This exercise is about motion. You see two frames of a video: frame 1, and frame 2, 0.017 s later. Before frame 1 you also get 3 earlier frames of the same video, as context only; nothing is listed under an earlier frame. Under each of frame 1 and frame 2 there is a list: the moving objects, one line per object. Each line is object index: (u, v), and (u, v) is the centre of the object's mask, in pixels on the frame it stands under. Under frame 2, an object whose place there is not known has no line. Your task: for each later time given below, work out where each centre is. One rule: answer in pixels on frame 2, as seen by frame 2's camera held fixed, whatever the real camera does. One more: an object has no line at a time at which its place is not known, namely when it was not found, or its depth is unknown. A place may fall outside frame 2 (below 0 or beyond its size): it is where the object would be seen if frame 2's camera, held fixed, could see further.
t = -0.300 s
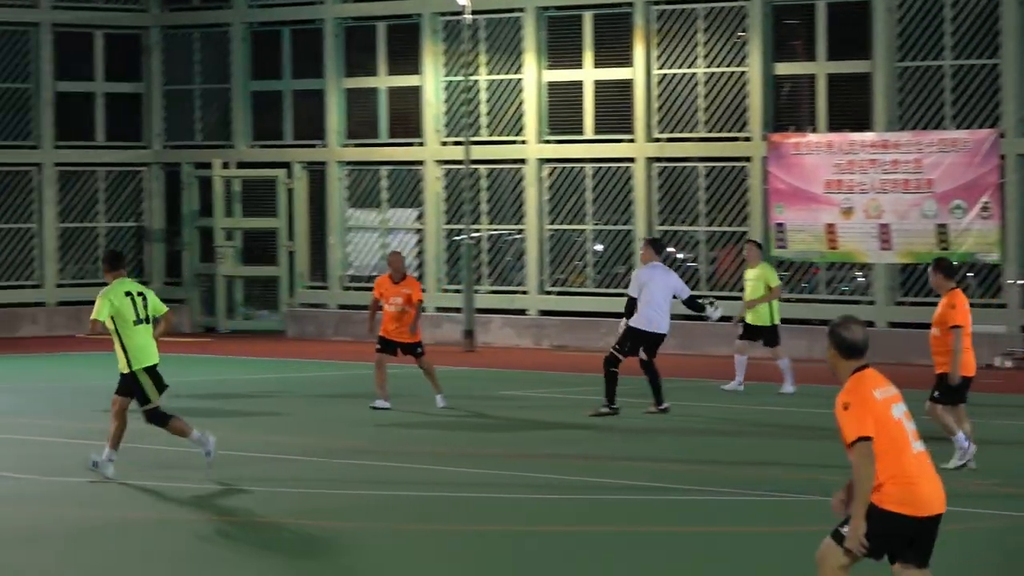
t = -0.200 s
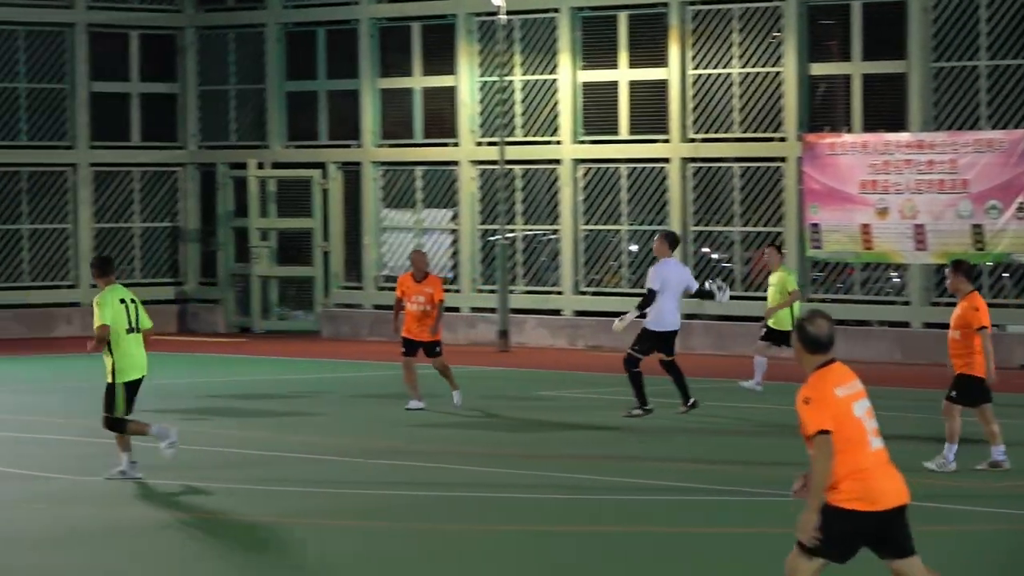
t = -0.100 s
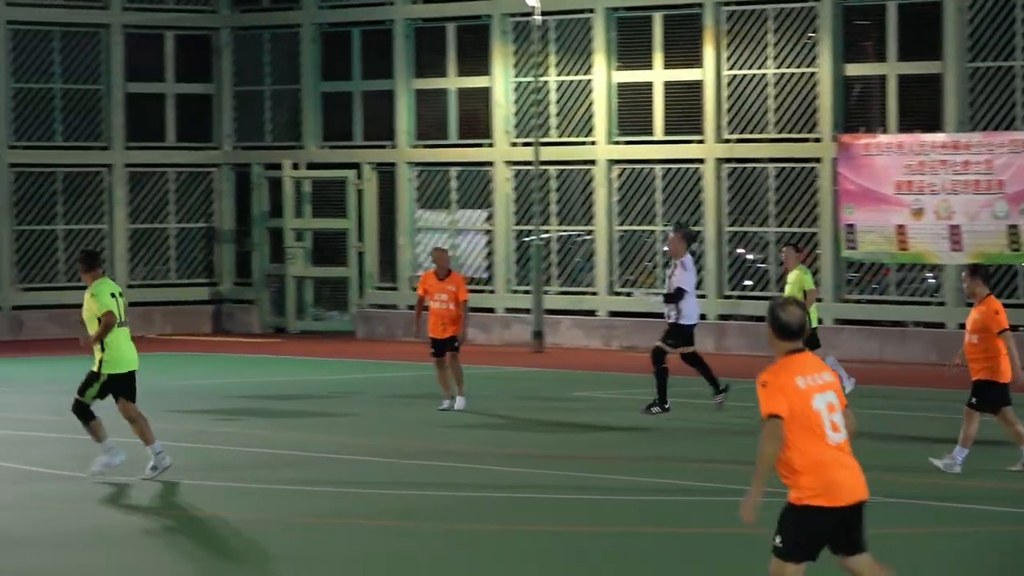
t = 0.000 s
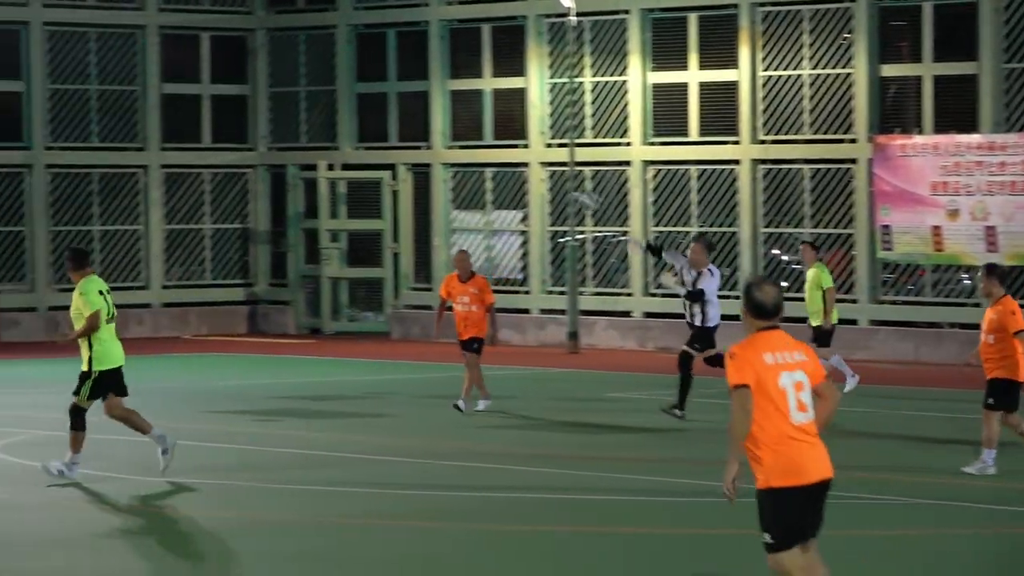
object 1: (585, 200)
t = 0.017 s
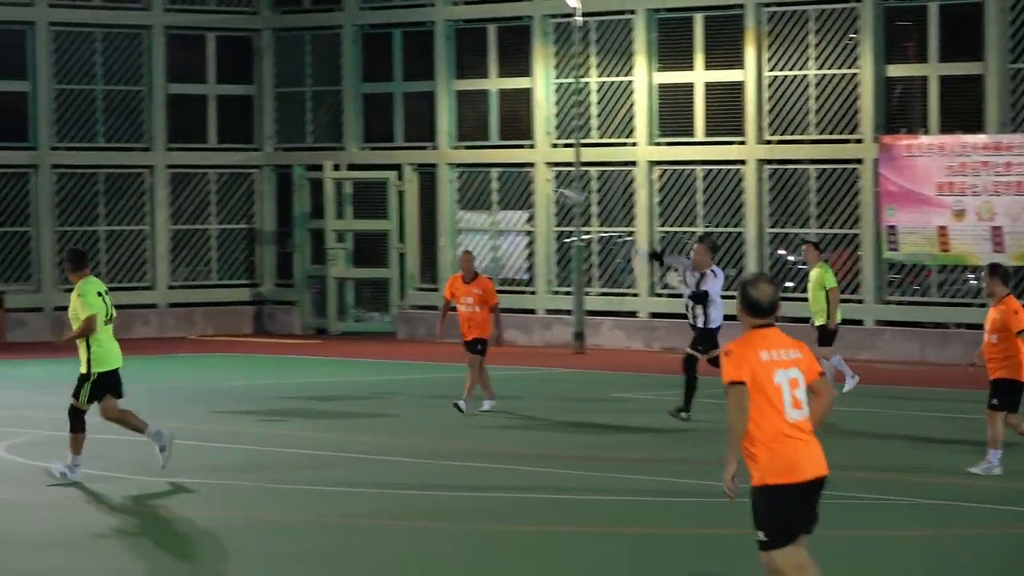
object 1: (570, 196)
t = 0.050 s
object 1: (525, 188)
